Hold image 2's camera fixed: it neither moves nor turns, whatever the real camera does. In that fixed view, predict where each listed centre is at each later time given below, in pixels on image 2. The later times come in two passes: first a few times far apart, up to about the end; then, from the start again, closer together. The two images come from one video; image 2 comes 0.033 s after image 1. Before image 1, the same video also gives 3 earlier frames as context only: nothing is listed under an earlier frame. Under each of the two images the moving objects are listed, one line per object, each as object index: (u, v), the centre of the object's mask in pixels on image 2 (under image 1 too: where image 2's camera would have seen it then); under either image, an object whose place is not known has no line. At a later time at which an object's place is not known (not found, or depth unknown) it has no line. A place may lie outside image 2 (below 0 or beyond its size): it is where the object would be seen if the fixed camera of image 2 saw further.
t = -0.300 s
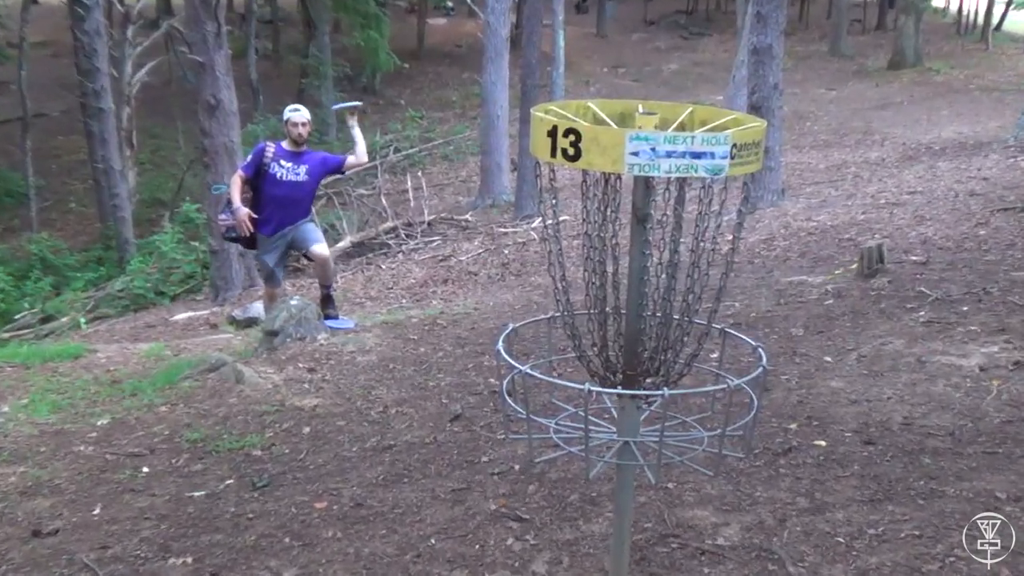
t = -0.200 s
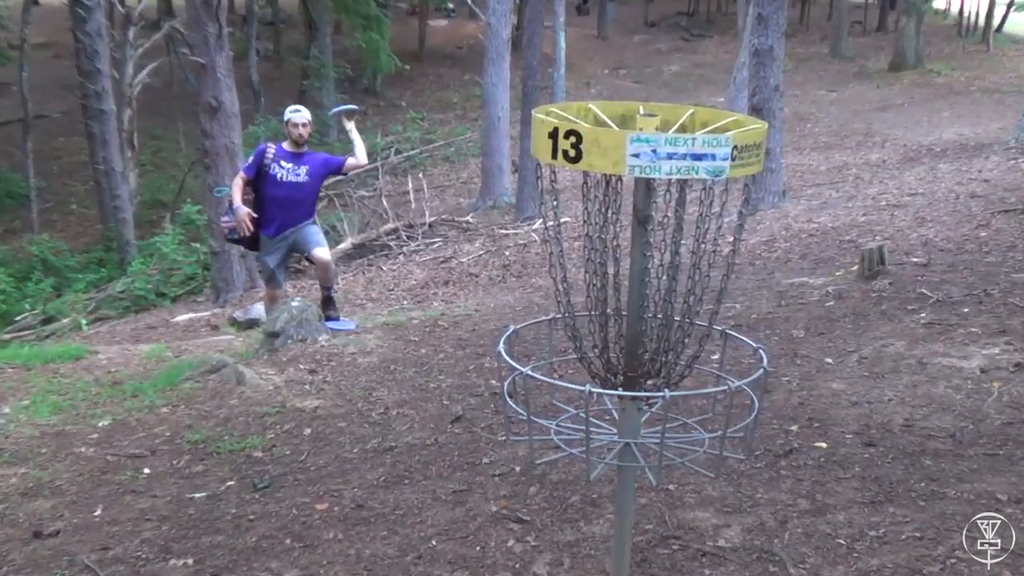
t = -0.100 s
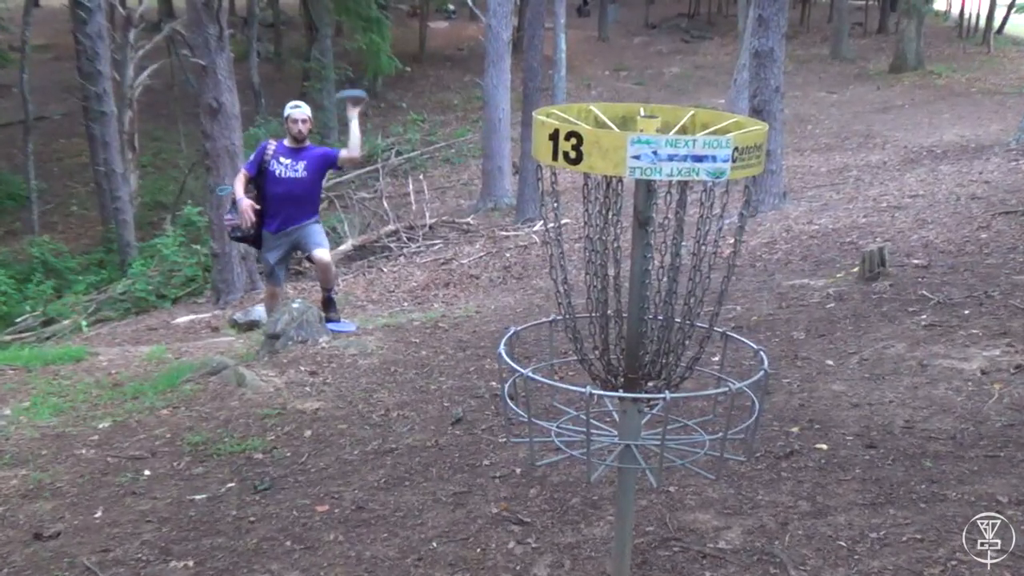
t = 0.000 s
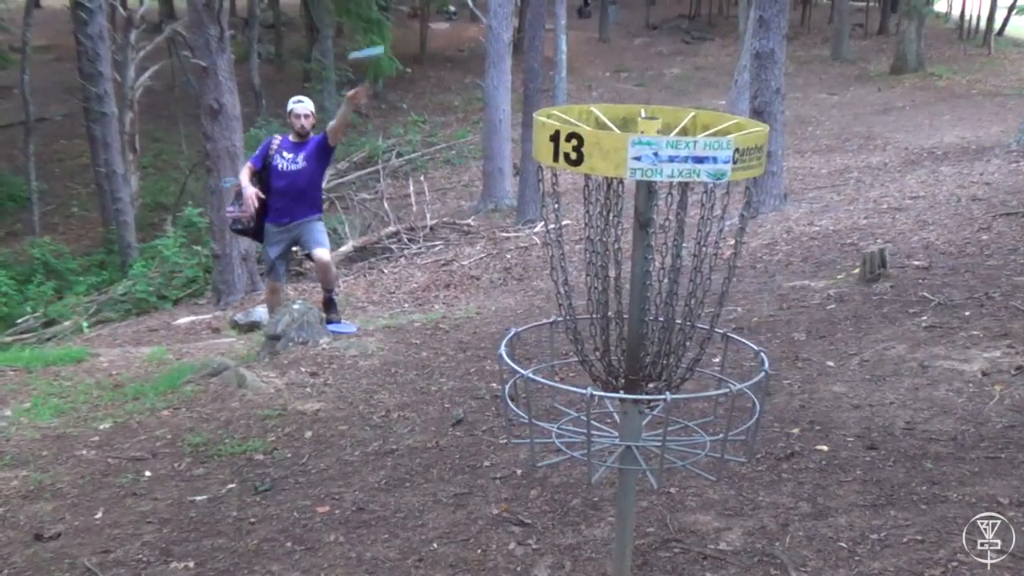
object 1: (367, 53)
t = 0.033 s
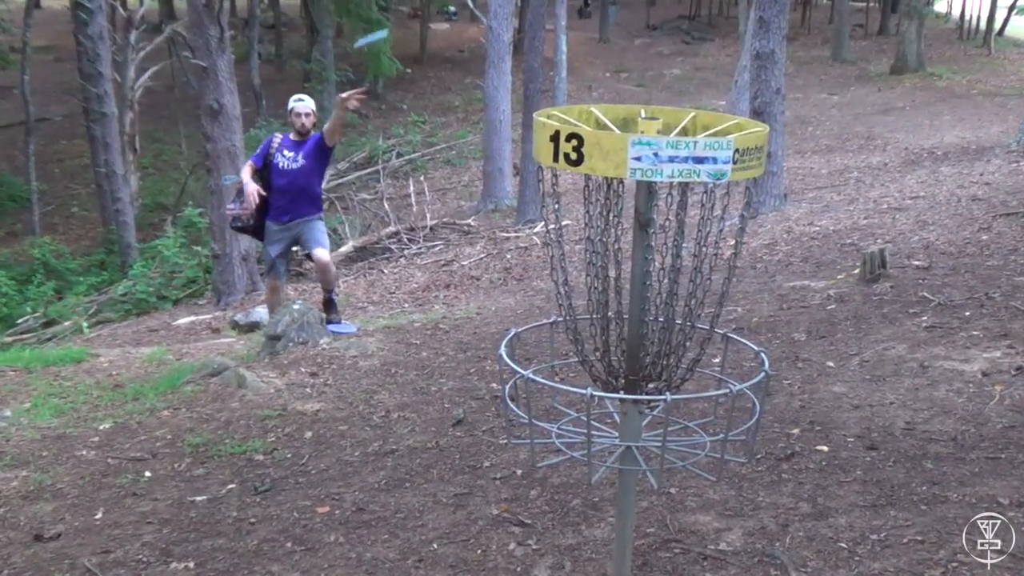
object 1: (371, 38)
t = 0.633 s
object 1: (538, 66)
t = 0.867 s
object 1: (501, 273)
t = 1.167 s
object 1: (444, 491)
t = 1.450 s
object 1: (411, 510)
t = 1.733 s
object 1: (393, 511)
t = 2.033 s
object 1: (391, 520)
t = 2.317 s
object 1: (391, 521)
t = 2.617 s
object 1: (391, 521)
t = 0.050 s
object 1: (374, 32)
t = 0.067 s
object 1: (377, 26)
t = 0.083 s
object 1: (379, 21)
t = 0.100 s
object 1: (386, 14)
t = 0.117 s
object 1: (386, 11)
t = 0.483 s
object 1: (462, 0)
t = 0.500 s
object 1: (480, 4)
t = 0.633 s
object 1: (538, 66)
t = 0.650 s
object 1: (544, 79)
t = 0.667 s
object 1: (551, 94)
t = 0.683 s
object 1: (548, 105)
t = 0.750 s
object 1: (536, 171)
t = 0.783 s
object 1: (522, 184)
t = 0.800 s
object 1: (516, 201)
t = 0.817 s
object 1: (514, 217)
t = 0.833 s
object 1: (512, 235)
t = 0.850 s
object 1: (506, 254)
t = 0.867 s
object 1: (501, 273)
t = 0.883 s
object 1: (497, 290)
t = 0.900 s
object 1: (492, 308)
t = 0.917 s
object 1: (487, 327)
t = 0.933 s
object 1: (481, 349)
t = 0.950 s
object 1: (477, 371)
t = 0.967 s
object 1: (475, 390)
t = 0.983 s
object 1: (471, 407)
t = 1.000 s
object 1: (468, 427)
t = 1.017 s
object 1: (464, 447)
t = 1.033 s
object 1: (460, 465)
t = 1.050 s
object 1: (457, 486)
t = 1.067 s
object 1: (456, 510)
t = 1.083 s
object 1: (455, 515)
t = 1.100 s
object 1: (454, 510)
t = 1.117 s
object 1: (451, 501)
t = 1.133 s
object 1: (448, 497)
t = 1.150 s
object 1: (446, 494)
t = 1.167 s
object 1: (444, 491)
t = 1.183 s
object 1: (442, 489)
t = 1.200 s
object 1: (441, 488)
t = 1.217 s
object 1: (439, 488)
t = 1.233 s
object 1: (438, 488)
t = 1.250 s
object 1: (436, 488)
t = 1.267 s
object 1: (435, 491)
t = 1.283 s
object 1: (433, 492)
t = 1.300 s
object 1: (430, 497)
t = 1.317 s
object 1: (428, 500)
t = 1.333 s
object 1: (426, 504)
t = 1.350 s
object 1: (425, 510)
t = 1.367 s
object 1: (423, 513)
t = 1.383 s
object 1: (421, 512)
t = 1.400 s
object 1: (418, 511)
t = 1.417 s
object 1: (416, 510)
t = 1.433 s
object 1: (414, 510)
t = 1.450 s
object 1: (411, 510)
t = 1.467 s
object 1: (409, 511)
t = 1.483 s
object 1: (406, 513)
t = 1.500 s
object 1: (404, 514)
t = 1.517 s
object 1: (402, 516)
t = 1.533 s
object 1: (400, 517)
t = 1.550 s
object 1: (398, 518)
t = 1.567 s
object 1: (397, 519)
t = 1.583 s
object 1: (395, 520)
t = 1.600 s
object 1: (393, 520)
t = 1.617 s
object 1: (392, 520)
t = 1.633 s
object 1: (390, 518)
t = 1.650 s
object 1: (390, 516)
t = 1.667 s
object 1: (391, 515)
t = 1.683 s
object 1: (392, 514)
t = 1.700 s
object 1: (392, 513)
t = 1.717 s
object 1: (393, 512)
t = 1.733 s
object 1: (393, 511)
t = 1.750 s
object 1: (392, 512)
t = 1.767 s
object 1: (393, 513)
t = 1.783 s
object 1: (392, 513)
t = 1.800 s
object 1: (392, 514)
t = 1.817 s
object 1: (391, 516)
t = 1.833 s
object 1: (391, 517)
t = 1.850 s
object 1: (391, 518)
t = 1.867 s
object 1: (391, 520)
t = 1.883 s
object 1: (391, 520)
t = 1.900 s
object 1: (391, 519)
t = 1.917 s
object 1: (391, 517)
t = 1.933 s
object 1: (391, 517)
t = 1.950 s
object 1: (391, 517)
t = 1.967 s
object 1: (391, 517)
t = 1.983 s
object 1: (391, 518)
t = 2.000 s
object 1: (391, 519)
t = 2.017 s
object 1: (391, 520)
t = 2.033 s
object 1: (391, 520)
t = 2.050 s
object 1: (391, 521)
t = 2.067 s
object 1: (391, 521)
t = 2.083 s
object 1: (391, 521)
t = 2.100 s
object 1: (391, 521)
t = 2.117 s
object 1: (391, 521)
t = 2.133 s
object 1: (391, 521)
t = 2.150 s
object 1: (391, 521)
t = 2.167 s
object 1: (391, 521)
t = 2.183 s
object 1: (391, 521)
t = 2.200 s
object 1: (391, 521)
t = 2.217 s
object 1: (391, 521)
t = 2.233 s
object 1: (391, 521)
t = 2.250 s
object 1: (390, 521)
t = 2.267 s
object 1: (391, 521)
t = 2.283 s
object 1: (390, 522)
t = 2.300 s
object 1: (391, 522)
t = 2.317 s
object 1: (391, 521)
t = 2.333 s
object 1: (391, 522)
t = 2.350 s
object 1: (390, 522)
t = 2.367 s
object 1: (390, 522)
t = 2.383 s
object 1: (390, 521)
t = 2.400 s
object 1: (390, 521)
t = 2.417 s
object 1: (390, 522)
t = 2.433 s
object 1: (390, 522)
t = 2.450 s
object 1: (391, 521)
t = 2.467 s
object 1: (390, 522)
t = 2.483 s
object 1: (390, 522)
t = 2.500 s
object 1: (390, 521)
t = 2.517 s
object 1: (391, 521)
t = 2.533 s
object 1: (390, 522)
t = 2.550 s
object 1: (391, 522)
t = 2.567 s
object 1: (390, 522)
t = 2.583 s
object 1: (390, 522)
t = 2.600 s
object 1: (390, 521)
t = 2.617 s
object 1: (391, 521)
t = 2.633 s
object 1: (391, 521)
